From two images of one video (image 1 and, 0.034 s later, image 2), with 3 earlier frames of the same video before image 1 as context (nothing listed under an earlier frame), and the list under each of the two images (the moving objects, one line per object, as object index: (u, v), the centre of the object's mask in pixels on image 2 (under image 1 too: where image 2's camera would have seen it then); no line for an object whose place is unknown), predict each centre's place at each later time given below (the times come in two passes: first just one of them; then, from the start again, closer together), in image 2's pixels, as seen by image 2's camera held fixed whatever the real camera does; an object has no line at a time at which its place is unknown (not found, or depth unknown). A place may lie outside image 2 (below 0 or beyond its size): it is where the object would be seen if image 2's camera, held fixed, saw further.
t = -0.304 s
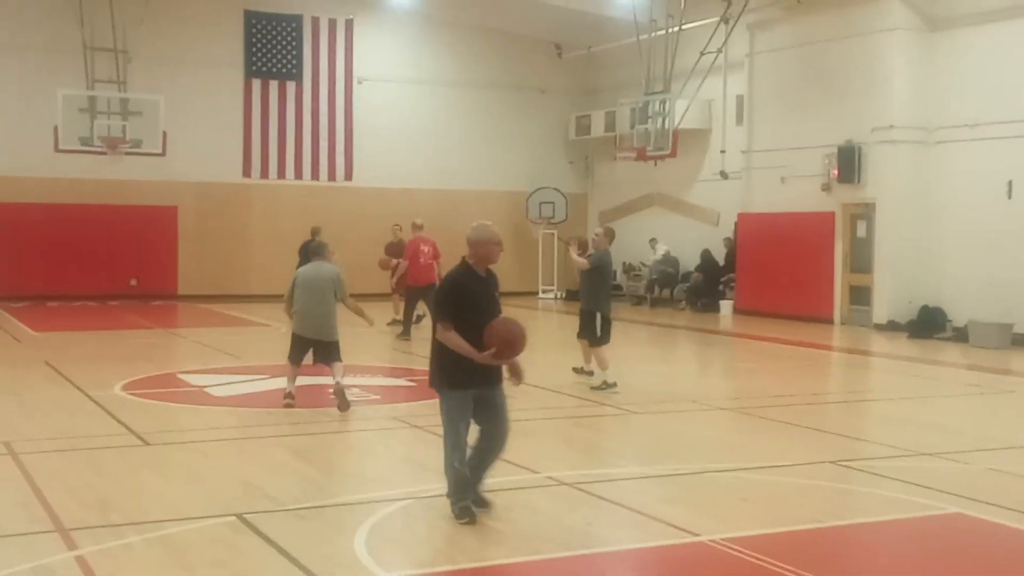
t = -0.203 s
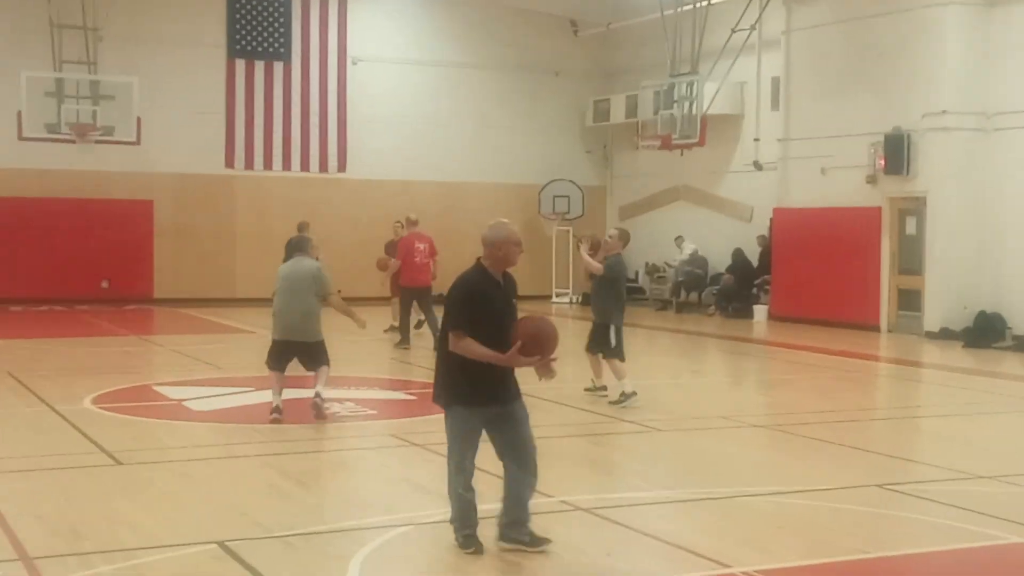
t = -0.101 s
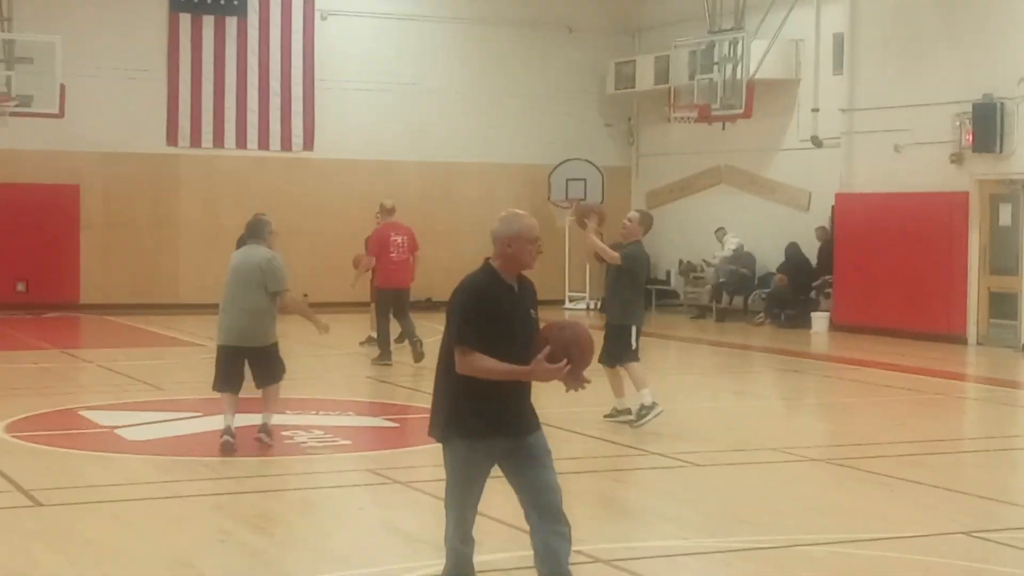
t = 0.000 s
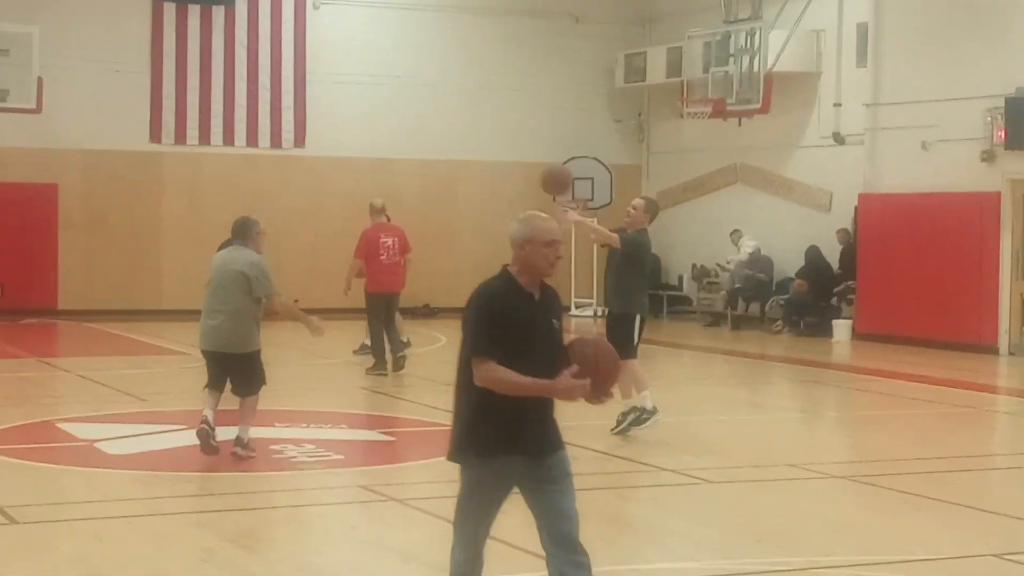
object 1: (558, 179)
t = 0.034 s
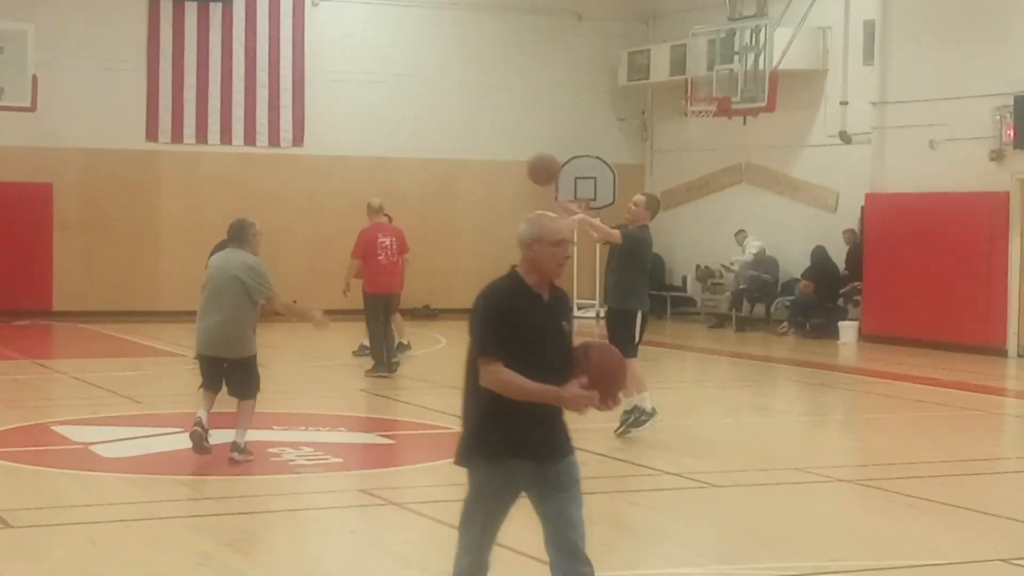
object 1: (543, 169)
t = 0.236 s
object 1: (454, 142)
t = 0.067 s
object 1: (528, 161)
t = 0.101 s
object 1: (514, 154)
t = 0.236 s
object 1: (454, 142)
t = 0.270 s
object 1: (435, 146)
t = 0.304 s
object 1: (417, 148)
